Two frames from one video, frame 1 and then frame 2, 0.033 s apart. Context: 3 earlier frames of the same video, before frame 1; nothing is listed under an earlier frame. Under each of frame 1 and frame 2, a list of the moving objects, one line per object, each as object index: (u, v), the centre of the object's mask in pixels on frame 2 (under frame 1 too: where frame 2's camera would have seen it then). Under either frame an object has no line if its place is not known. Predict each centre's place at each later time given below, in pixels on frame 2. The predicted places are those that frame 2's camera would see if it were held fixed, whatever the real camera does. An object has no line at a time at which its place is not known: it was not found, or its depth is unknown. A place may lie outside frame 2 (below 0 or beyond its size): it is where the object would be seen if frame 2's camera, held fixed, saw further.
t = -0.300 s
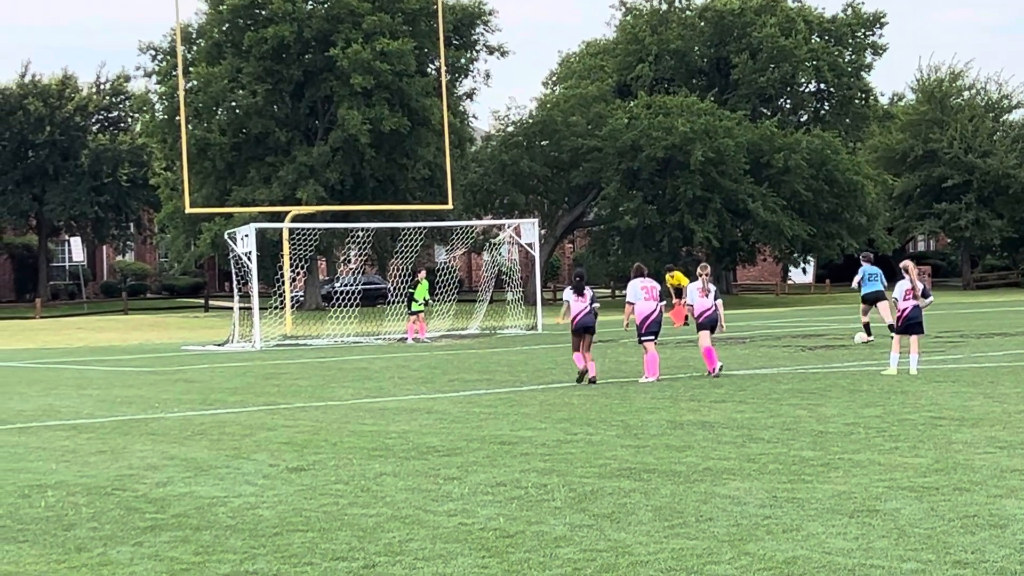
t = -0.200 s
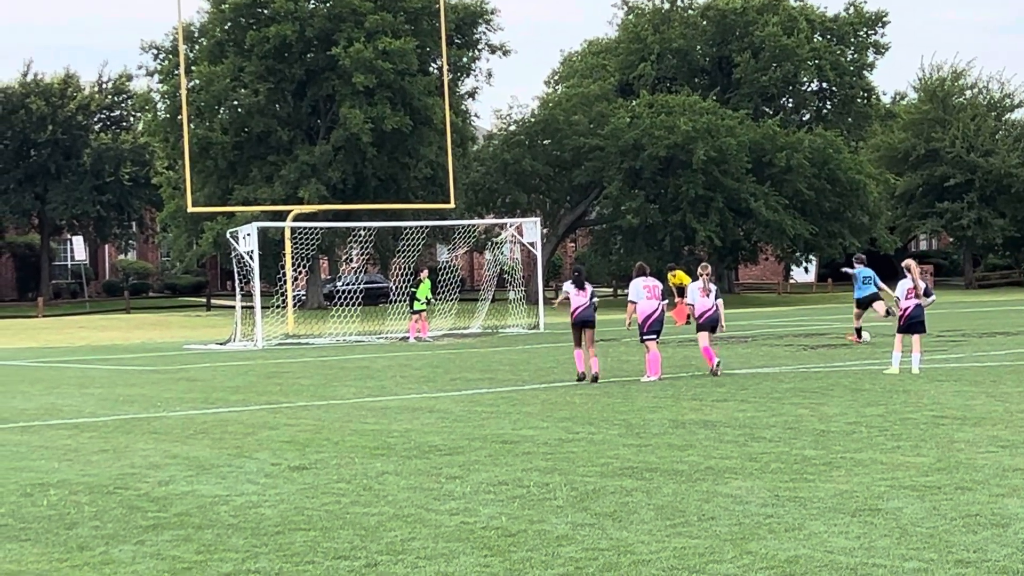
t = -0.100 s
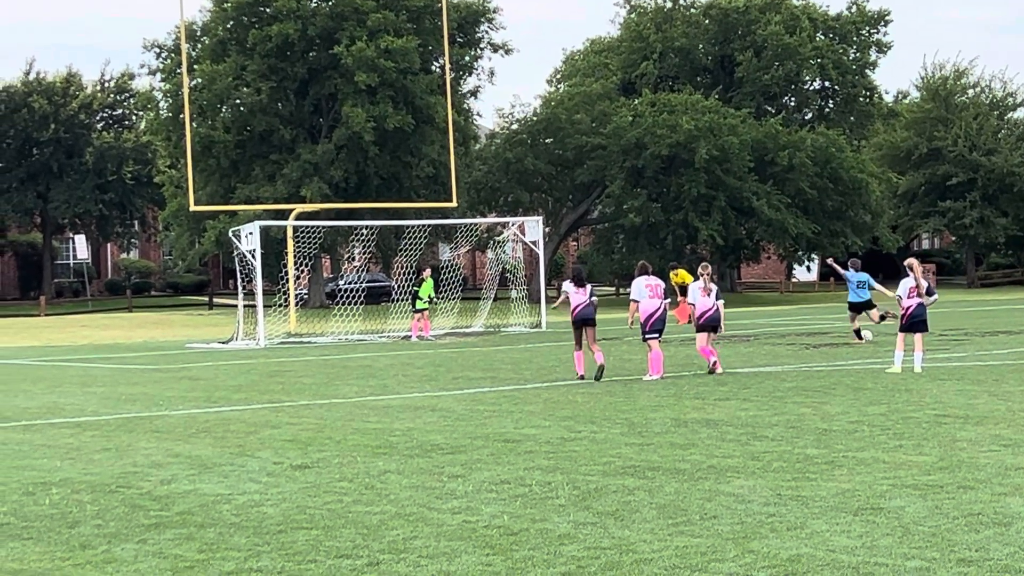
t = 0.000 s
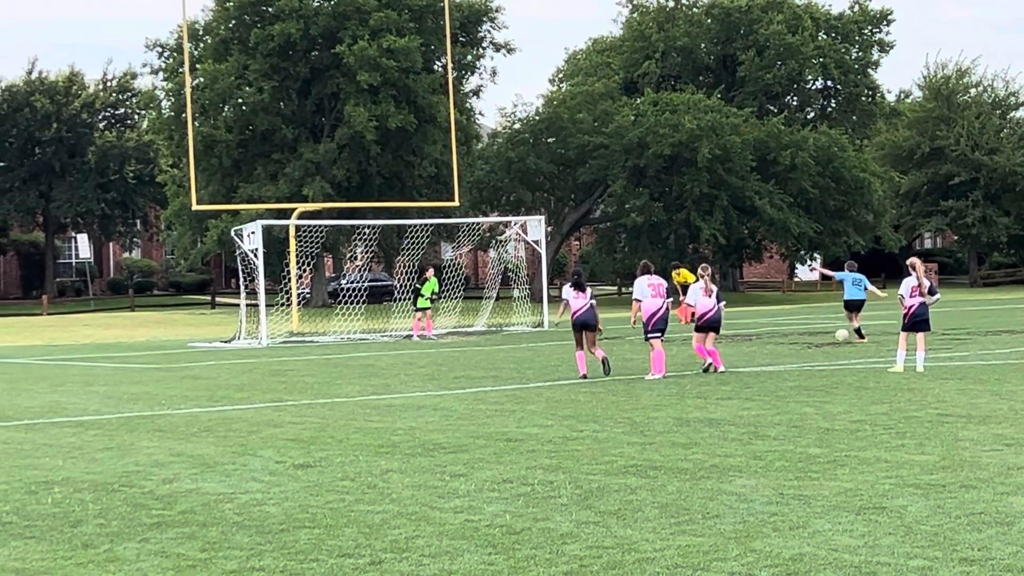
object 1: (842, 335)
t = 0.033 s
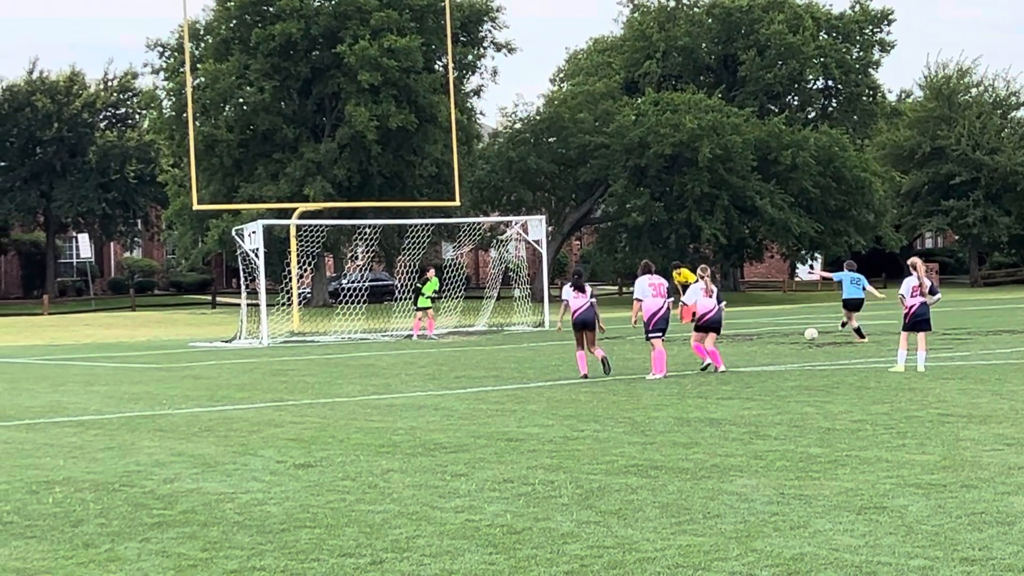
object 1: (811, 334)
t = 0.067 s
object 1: (781, 334)
